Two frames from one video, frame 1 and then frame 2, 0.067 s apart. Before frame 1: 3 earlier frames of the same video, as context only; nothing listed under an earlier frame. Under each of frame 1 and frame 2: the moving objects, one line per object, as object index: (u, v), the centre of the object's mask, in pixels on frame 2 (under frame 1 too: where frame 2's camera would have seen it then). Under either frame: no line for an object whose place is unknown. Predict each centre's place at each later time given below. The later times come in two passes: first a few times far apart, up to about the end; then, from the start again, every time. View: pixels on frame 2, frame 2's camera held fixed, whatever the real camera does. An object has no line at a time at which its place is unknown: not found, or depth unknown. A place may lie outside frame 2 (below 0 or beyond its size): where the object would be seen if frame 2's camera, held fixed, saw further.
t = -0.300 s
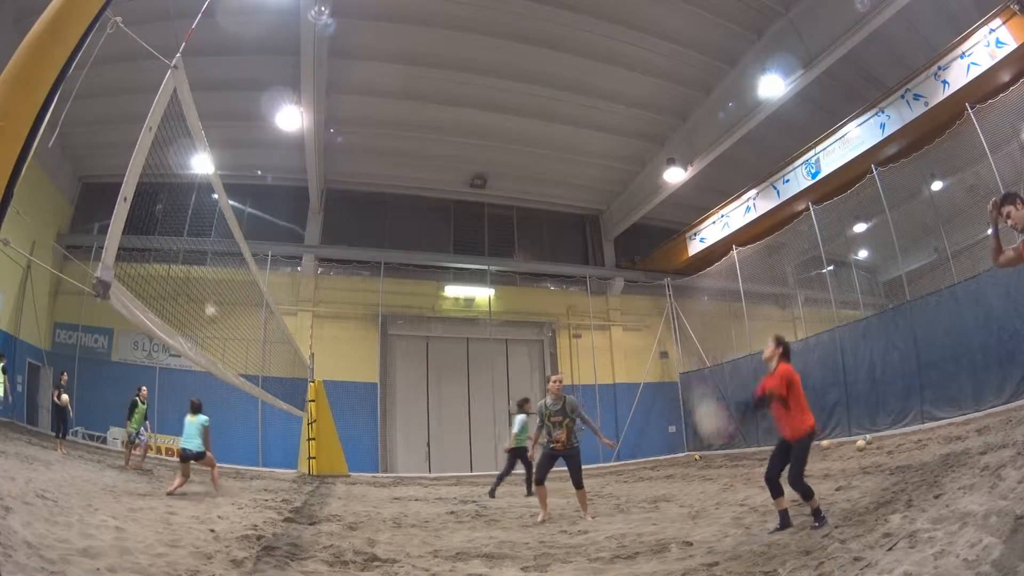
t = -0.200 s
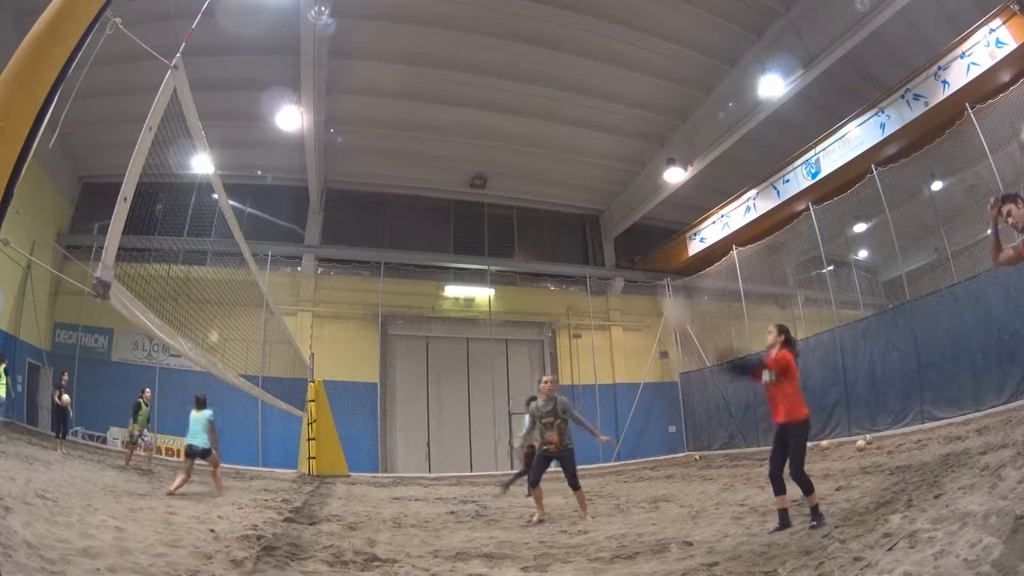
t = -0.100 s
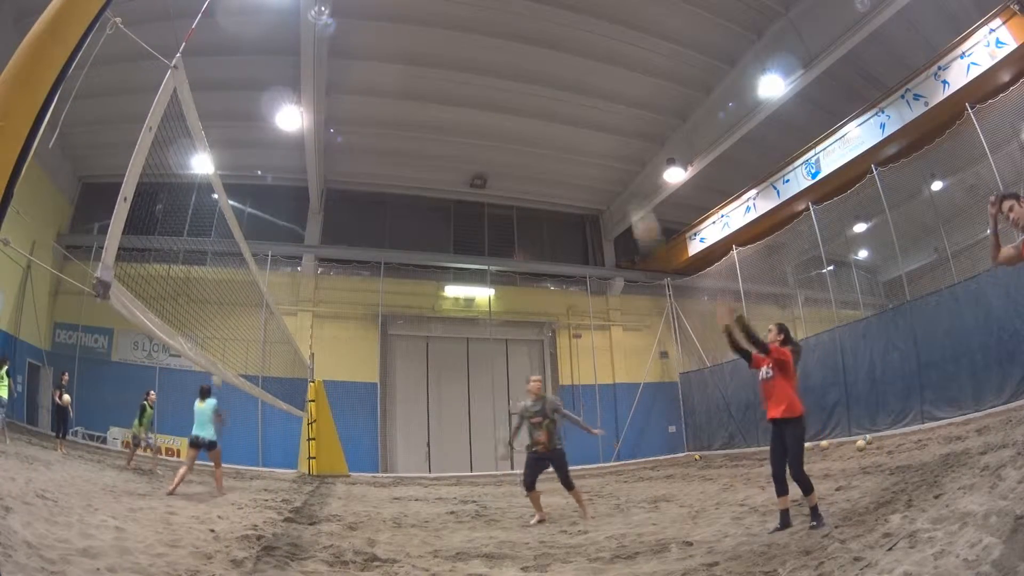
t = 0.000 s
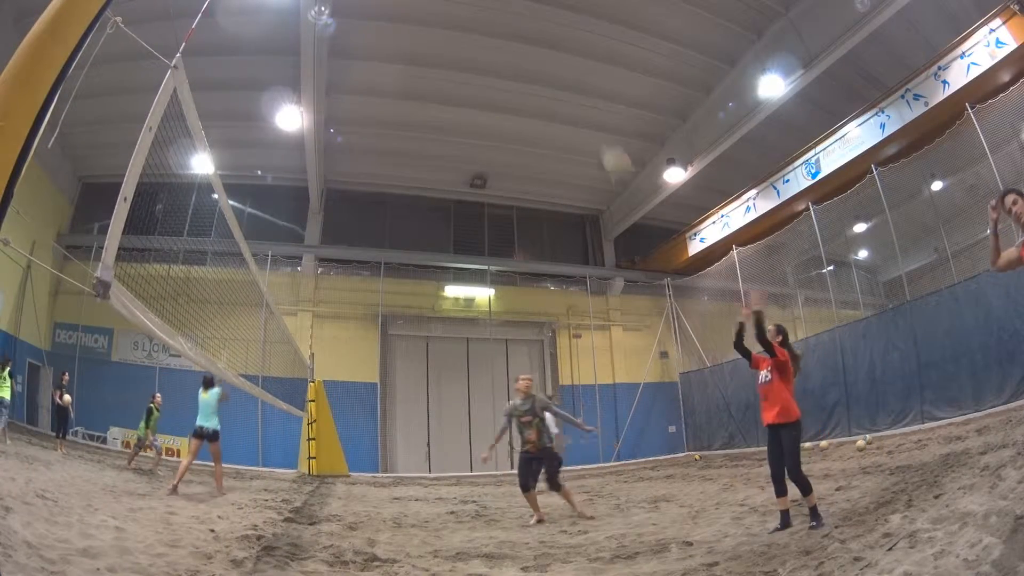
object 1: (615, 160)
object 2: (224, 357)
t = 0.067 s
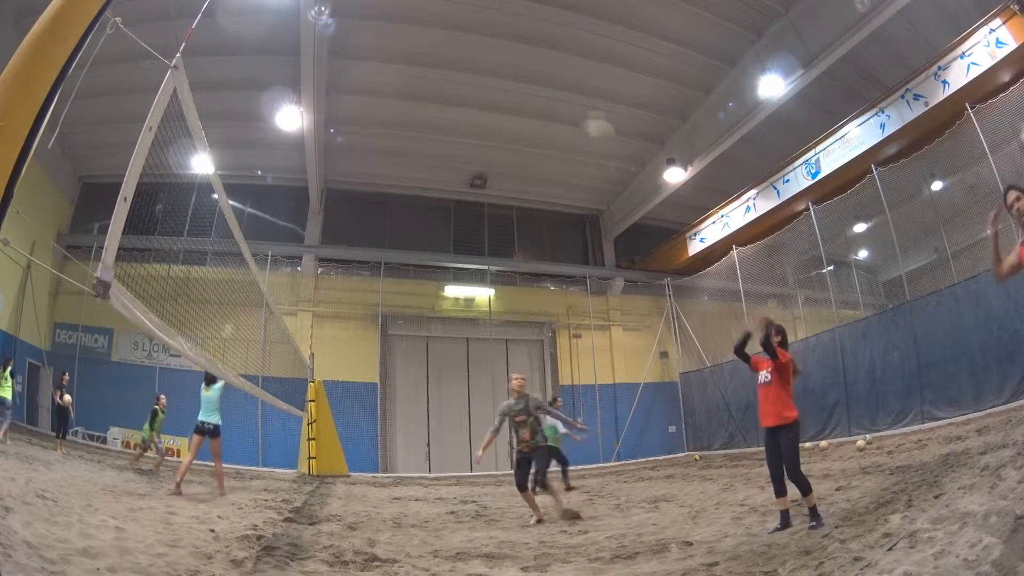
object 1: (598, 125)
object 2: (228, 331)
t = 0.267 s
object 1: (556, 69)
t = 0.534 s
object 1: (513, 48)
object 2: (257, 214)
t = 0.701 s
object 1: (487, 58)
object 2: (262, 206)
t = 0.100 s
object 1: (591, 116)
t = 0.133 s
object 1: (584, 105)
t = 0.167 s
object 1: (575, 93)
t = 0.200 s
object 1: (569, 86)
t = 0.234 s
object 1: (561, 76)
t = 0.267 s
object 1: (556, 69)
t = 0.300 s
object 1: (550, 63)
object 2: (245, 250)
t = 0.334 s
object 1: (544, 58)
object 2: (250, 241)
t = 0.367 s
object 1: (538, 55)
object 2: (250, 237)
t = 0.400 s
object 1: (533, 52)
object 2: (252, 231)
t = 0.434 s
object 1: (528, 50)
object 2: (253, 226)
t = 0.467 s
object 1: (523, 49)
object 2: (255, 222)
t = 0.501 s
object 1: (517, 48)
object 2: (256, 218)
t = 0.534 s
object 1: (513, 48)
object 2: (257, 214)
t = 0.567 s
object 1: (508, 48)
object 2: (258, 211)
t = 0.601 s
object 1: (502, 50)
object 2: (260, 209)
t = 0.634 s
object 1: (498, 53)
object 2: (261, 207)
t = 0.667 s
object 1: (492, 55)
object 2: (261, 206)
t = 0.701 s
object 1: (487, 58)
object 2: (262, 206)
